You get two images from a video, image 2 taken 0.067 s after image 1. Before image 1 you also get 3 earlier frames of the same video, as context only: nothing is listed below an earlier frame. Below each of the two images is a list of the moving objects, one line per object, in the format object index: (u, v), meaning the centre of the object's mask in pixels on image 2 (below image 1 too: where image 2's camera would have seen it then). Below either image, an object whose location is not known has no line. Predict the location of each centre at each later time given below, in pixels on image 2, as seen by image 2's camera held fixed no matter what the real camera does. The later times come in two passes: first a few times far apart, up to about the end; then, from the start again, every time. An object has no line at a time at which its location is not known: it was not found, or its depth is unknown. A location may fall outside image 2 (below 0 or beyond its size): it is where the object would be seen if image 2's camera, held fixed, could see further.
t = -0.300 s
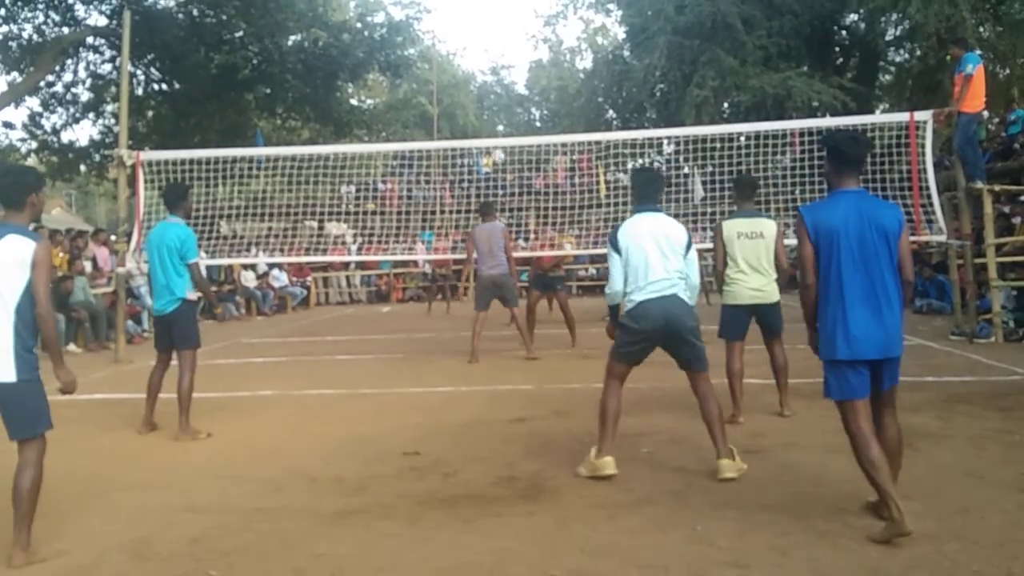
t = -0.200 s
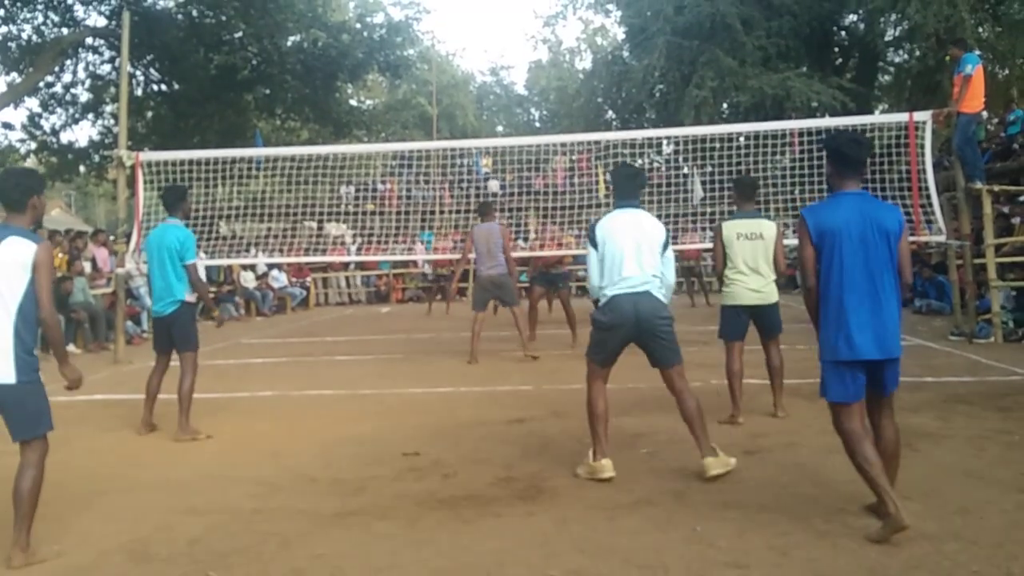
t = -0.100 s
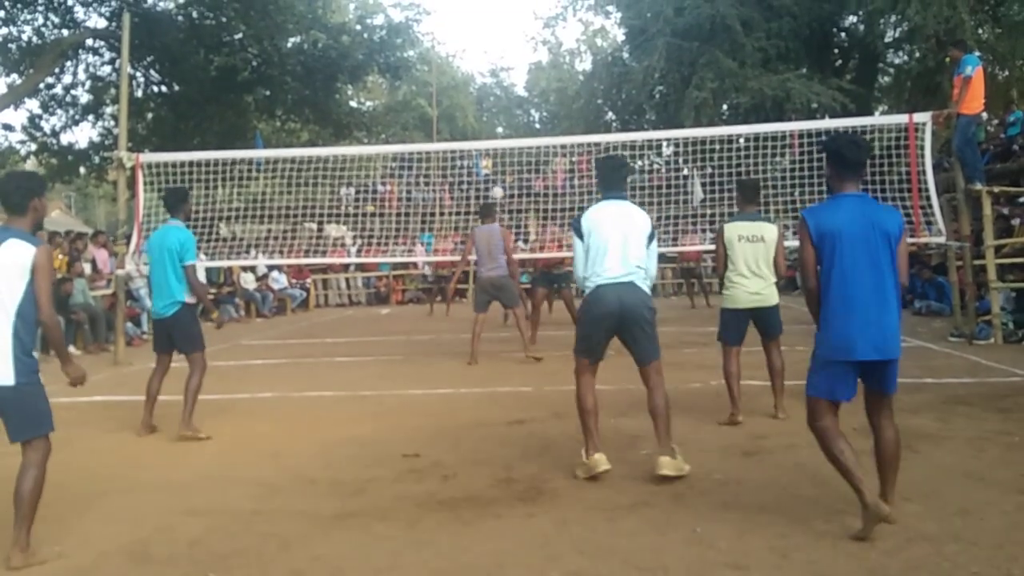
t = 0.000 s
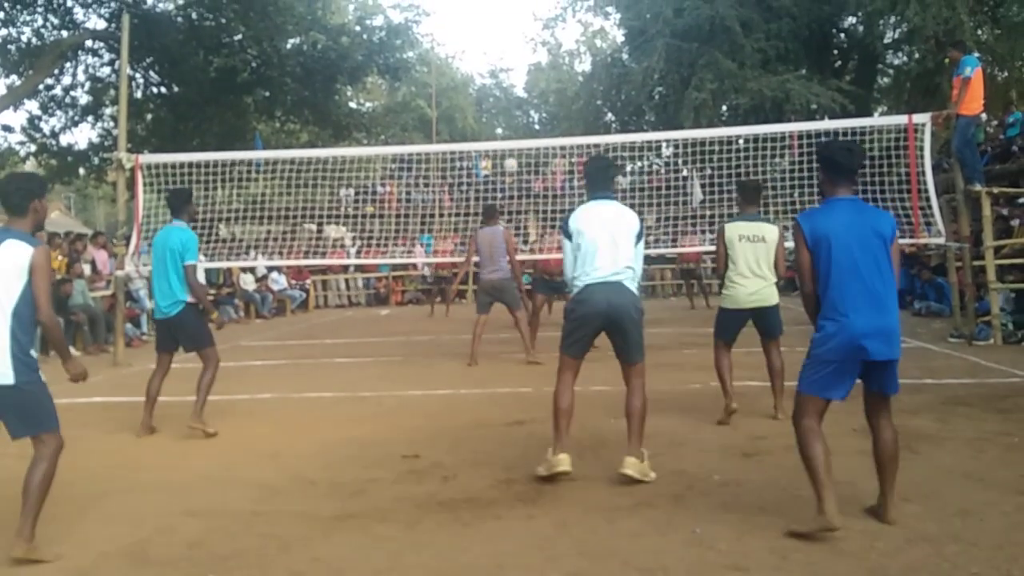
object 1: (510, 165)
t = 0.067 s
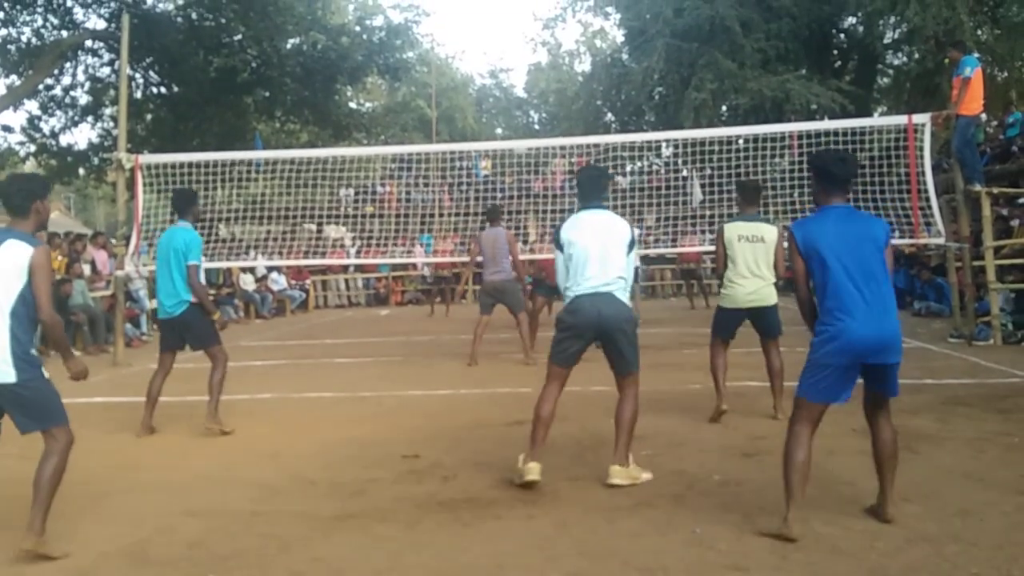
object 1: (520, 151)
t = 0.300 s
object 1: (560, 97)
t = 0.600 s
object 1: (634, 79)
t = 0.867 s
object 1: (752, 167)
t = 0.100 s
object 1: (525, 135)
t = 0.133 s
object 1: (531, 130)
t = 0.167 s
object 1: (536, 123)
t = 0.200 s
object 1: (542, 116)
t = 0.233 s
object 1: (548, 109)
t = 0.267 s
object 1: (554, 102)
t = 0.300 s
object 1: (560, 97)
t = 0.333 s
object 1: (567, 92)
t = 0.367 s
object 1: (575, 87)
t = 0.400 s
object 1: (582, 83)
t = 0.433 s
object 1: (591, 80)
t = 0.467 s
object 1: (598, 78)
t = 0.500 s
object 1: (606, 77)
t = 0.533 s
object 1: (615, 76)
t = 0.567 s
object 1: (624, 78)
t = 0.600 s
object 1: (634, 79)
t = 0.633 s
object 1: (644, 83)
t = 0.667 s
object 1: (656, 88)
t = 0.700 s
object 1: (668, 95)
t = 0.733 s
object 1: (682, 104)
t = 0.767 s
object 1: (697, 115)
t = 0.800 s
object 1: (713, 129)
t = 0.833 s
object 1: (732, 148)
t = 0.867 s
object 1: (752, 167)
